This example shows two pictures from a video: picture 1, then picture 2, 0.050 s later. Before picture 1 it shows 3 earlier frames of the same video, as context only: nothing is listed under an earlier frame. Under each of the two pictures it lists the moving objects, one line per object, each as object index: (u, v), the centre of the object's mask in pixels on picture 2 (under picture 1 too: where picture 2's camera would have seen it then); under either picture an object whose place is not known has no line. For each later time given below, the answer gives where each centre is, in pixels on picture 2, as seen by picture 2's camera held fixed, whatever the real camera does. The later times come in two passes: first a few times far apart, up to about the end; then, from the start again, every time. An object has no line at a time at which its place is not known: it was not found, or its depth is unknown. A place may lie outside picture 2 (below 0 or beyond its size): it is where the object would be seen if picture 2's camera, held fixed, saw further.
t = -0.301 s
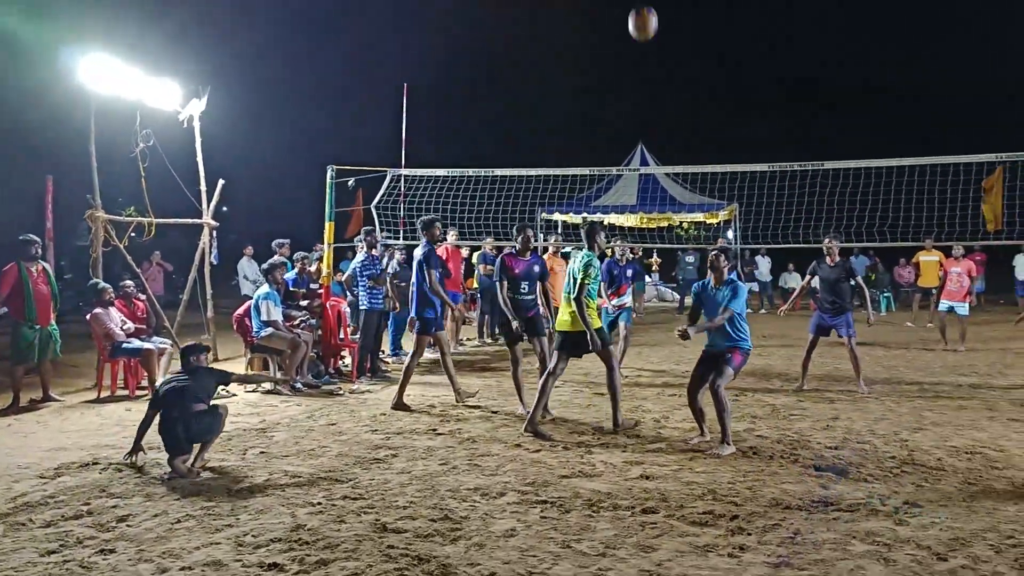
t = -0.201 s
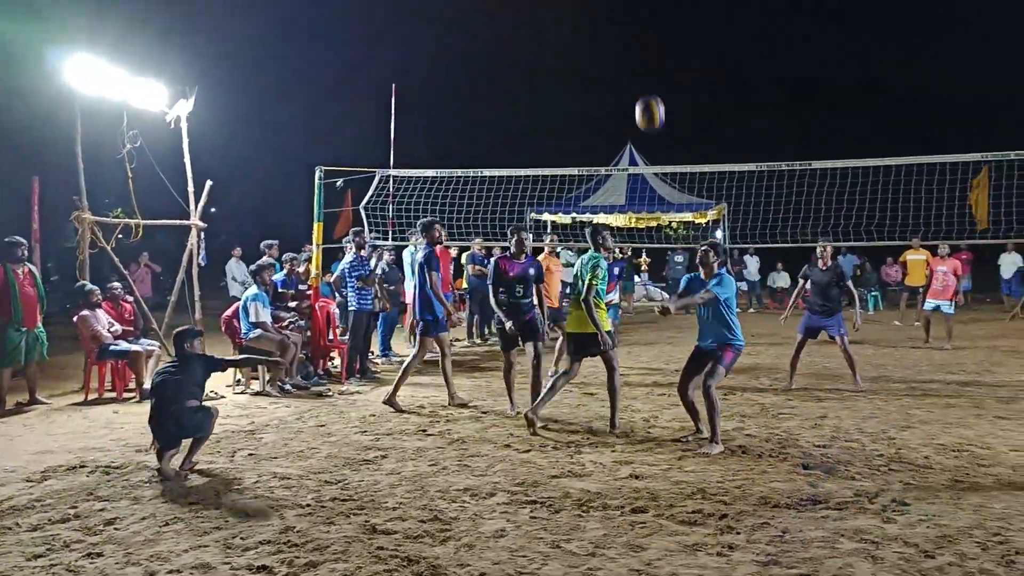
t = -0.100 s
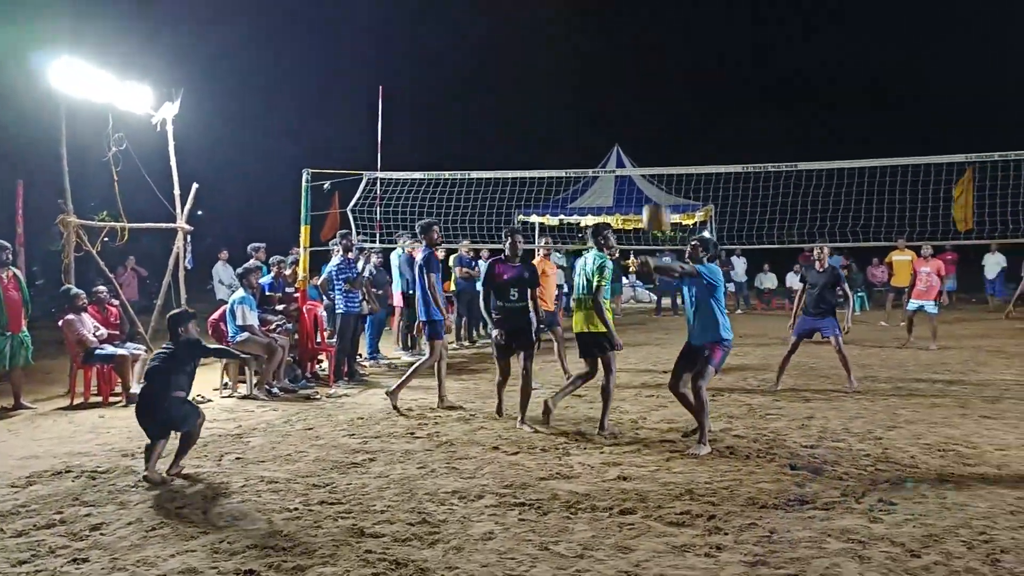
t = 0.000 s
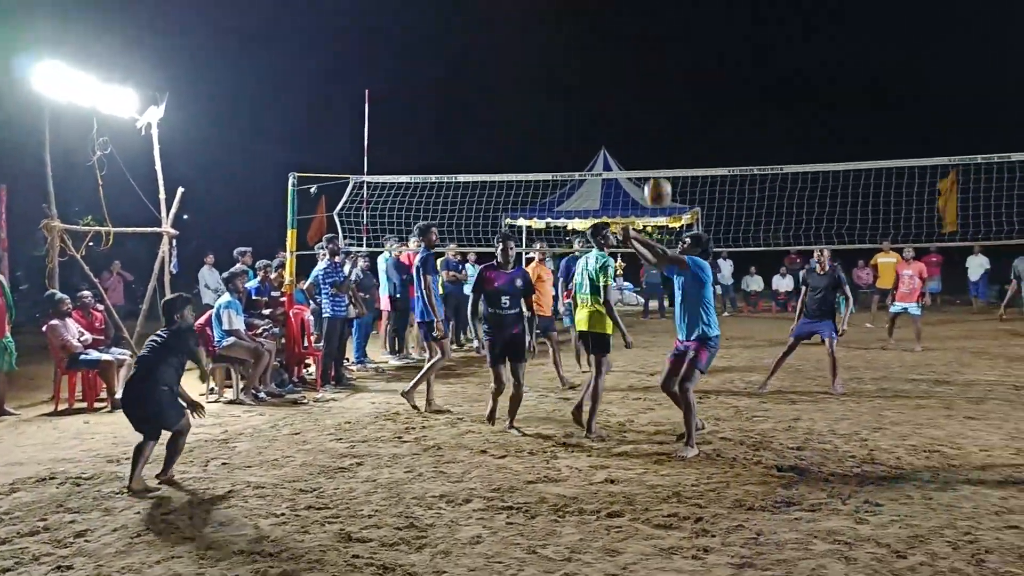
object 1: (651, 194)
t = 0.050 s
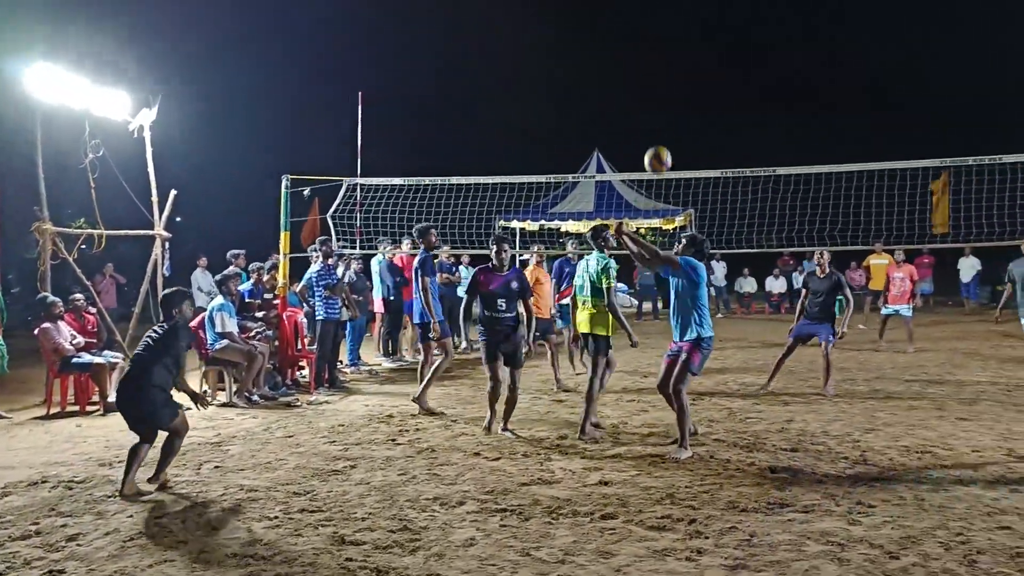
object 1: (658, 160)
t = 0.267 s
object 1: (682, 68)
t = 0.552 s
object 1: (710, 39)
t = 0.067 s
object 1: (660, 151)
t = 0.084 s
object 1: (662, 141)
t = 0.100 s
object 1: (664, 133)
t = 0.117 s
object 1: (666, 124)
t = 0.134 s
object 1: (668, 116)
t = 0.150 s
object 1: (670, 109)
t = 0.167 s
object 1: (672, 102)
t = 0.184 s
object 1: (674, 95)
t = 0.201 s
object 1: (675, 89)
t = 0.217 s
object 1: (677, 83)
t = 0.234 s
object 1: (678, 78)
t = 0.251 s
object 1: (680, 73)
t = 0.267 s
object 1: (682, 68)
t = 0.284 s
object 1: (684, 64)
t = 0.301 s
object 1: (685, 60)
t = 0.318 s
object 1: (687, 56)
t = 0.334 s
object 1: (689, 52)
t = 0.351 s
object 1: (690, 49)
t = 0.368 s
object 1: (692, 46)
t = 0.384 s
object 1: (694, 44)
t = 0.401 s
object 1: (695, 43)
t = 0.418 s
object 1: (697, 41)
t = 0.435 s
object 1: (699, 39)
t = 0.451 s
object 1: (700, 39)
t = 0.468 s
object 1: (702, 38)
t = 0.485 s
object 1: (704, 38)
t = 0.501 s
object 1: (705, 37)
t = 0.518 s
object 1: (706, 38)
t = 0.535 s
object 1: (708, 38)
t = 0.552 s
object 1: (710, 39)
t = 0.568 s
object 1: (711, 40)
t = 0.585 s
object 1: (713, 41)
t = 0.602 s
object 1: (714, 42)
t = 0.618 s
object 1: (715, 44)
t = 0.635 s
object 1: (717, 46)
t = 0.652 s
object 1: (718, 48)
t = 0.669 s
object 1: (719, 50)
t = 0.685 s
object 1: (721, 53)
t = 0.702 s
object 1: (723, 56)
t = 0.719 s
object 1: (724, 59)
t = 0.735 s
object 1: (726, 62)
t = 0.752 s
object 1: (727, 66)
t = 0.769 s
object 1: (728, 70)
